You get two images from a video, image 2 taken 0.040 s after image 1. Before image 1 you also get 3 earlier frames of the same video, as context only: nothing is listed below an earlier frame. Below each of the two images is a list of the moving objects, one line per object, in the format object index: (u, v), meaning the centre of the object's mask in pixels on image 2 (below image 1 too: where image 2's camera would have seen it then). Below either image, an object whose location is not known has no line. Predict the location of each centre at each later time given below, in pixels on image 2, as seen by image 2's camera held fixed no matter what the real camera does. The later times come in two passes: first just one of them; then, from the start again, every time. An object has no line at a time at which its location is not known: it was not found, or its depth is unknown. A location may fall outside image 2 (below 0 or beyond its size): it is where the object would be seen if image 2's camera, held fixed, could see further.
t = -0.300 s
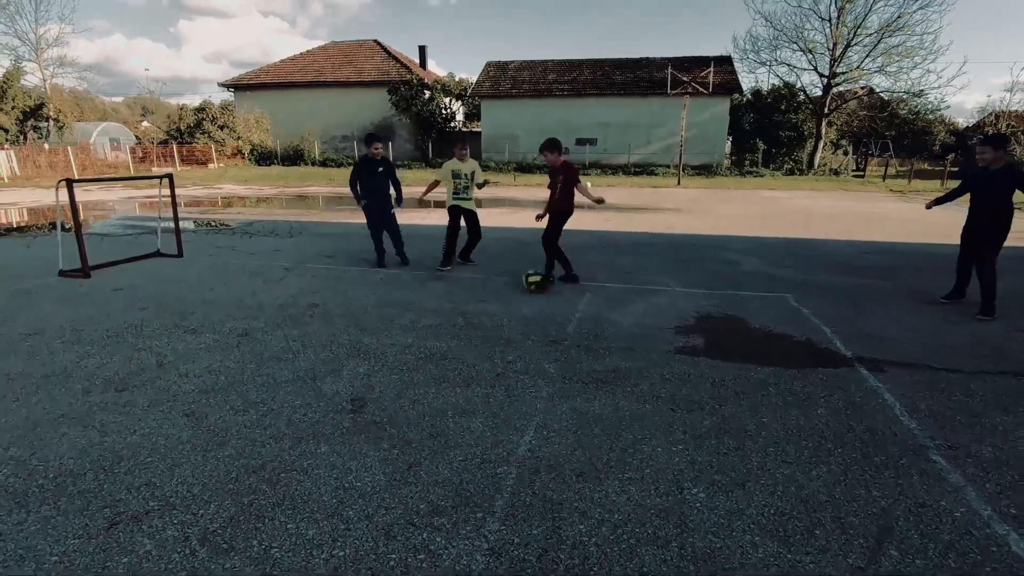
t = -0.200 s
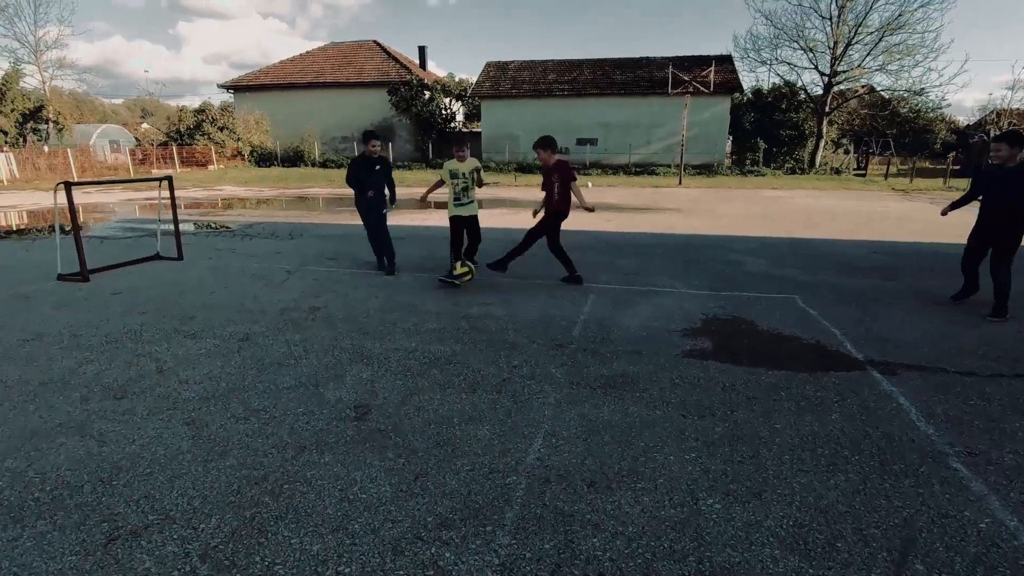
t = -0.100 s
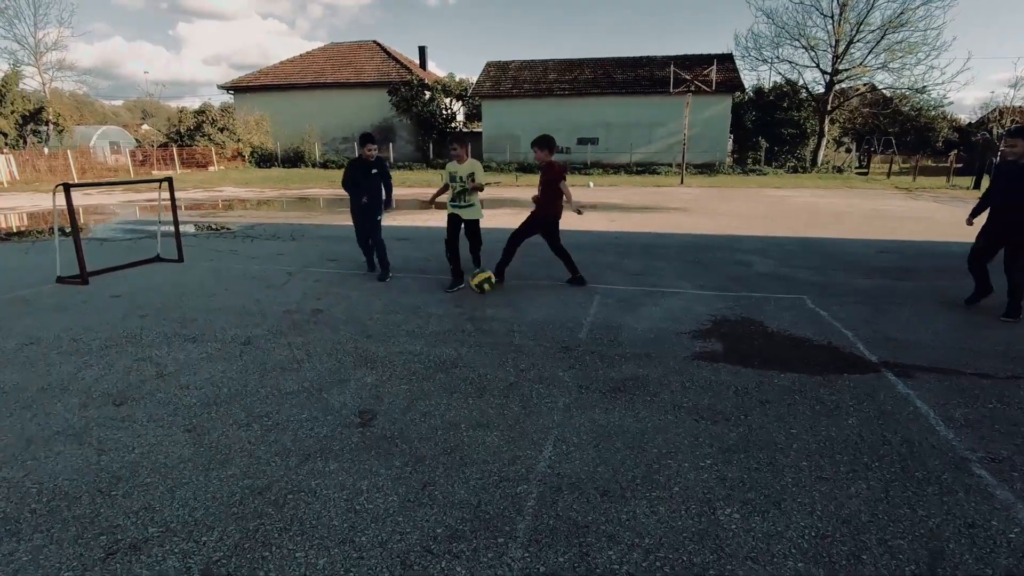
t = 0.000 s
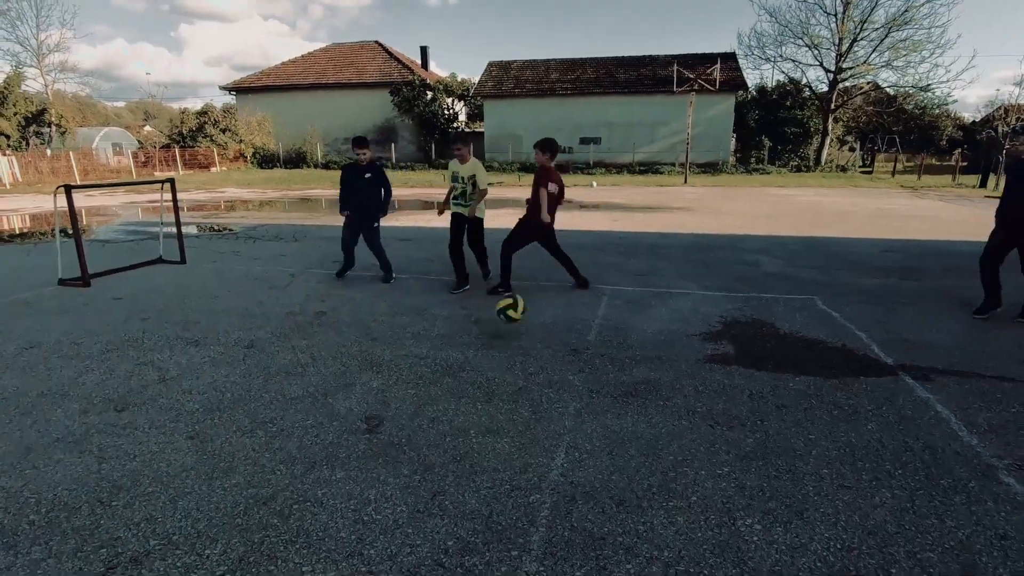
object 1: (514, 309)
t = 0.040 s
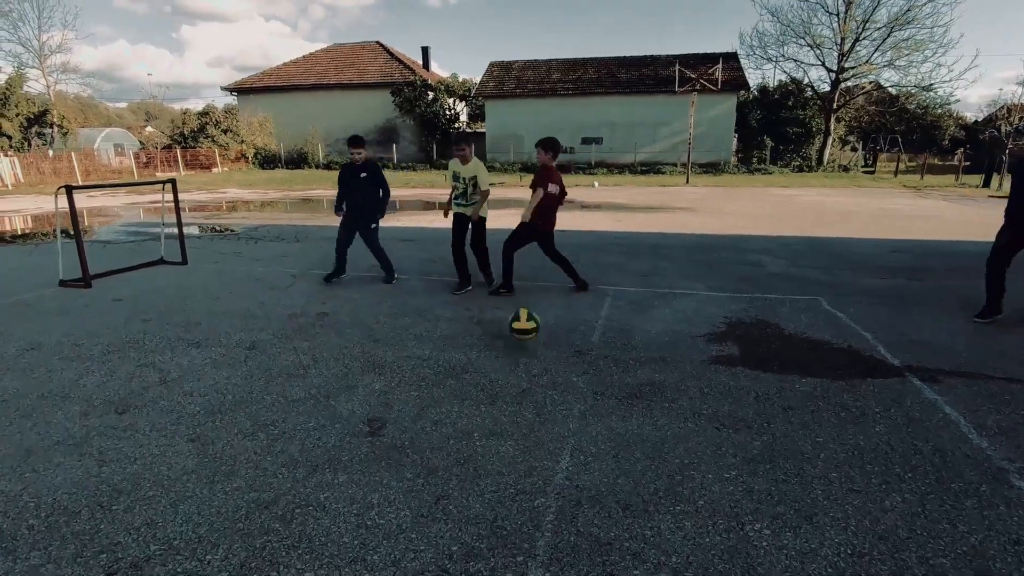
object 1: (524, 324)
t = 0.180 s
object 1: (563, 363)
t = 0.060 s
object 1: (530, 333)
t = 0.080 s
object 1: (535, 344)
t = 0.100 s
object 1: (541, 351)
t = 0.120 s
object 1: (546, 353)
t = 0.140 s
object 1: (551, 355)
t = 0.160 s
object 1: (557, 359)
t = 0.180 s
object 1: (563, 363)
